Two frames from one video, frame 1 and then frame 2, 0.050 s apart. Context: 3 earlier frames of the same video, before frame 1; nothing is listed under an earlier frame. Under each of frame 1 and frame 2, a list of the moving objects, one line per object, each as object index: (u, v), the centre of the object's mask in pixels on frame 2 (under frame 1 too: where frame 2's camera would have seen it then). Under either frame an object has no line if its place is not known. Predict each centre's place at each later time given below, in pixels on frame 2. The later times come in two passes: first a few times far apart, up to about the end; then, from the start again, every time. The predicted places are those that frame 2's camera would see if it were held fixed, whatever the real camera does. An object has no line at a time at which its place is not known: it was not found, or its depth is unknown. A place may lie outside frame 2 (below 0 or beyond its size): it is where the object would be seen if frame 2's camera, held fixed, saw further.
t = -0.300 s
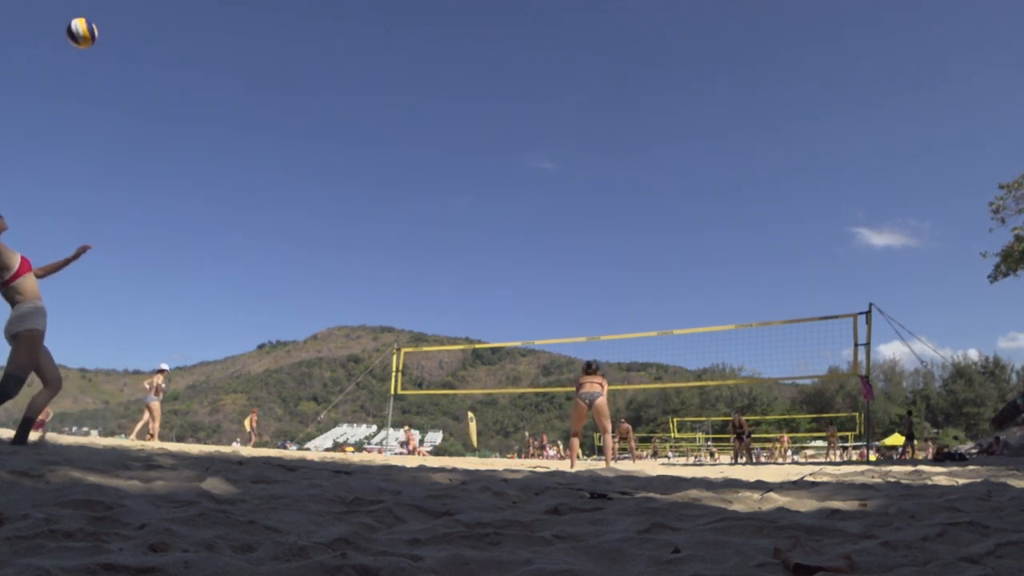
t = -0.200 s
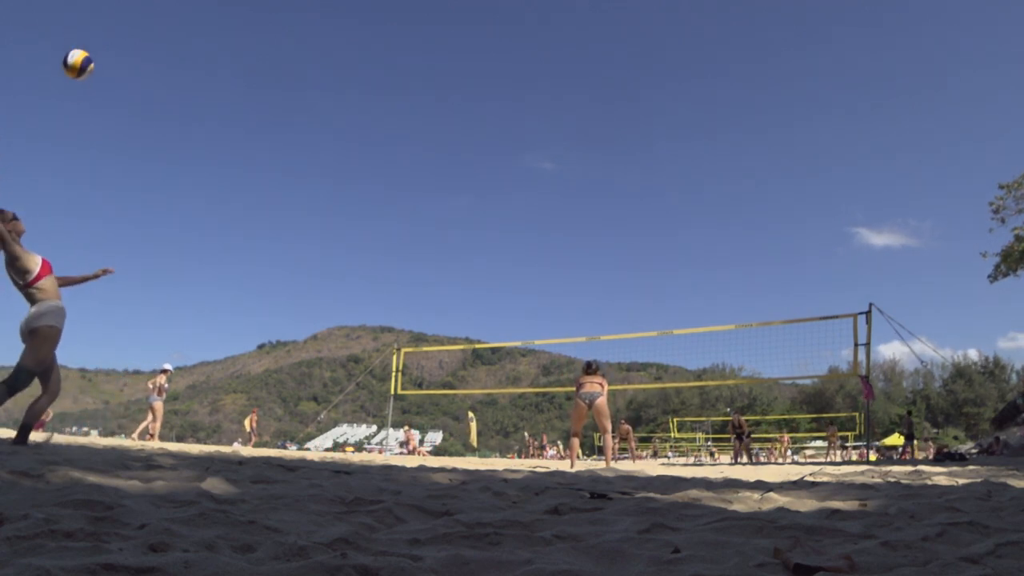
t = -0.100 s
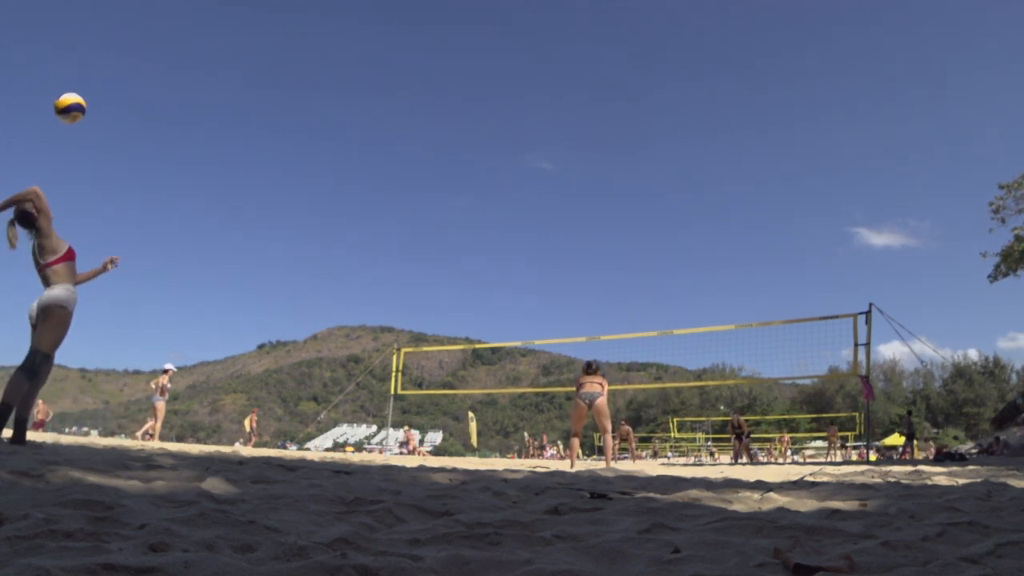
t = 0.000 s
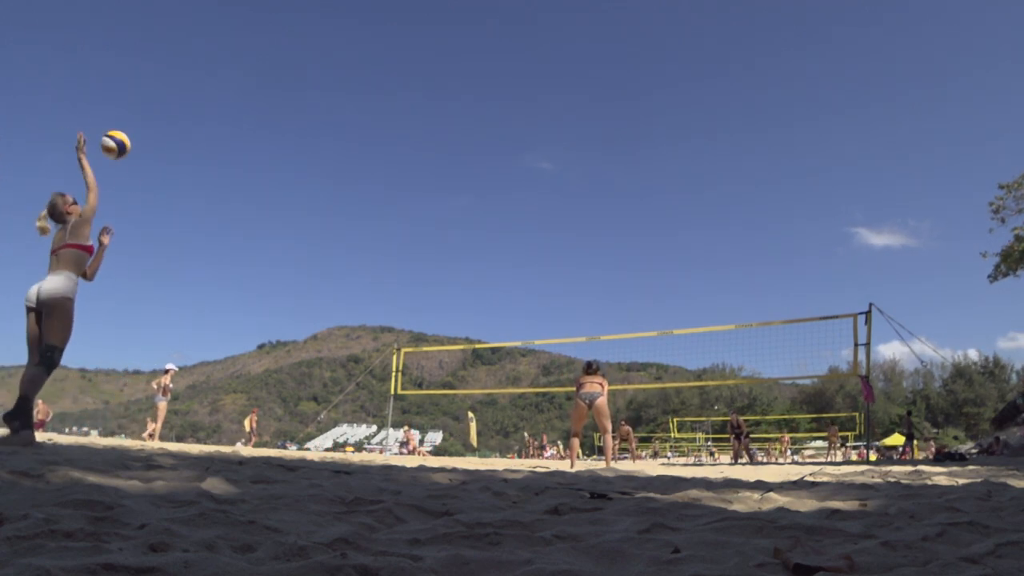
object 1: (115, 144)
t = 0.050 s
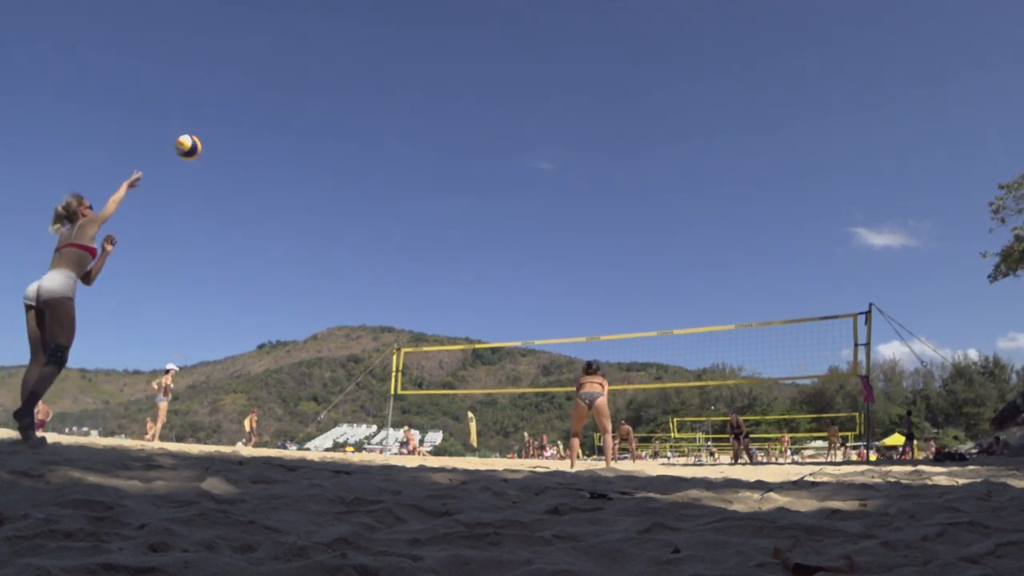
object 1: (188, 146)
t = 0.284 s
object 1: (391, 177)
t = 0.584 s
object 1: (509, 235)
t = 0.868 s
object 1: (570, 298)
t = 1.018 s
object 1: (592, 335)
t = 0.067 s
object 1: (209, 147)
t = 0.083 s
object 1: (228, 149)
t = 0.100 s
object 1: (247, 151)
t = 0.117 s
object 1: (264, 152)
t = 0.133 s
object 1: (280, 154)
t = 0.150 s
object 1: (296, 157)
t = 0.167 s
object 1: (310, 159)
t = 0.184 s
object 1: (323, 162)
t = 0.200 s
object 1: (336, 164)
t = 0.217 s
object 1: (348, 167)
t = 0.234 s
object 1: (360, 169)
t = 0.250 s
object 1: (371, 171)
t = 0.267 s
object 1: (381, 174)
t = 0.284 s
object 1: (391, 177)
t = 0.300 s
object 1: (401, 180)
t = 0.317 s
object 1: (410, 182)
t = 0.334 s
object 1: (418, 185)
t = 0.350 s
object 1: (426, 188)
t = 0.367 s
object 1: (434, 191)
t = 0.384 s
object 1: (441, 194)
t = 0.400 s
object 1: (448, 197)
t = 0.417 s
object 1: (455, 200)
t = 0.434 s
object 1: (461, 204)
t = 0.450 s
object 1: (467, 207)
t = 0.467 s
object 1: (473, 211)
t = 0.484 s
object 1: (479, 214)
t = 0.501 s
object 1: (485, 218)
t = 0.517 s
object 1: (490, 221)
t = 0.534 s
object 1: (495, 225)
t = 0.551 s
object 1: (500, 228)
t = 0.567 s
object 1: (505, 232)
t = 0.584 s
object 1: (509, 235)
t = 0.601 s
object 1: (514, 239)
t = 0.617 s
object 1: (518, 242)
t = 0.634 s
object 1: (522, 245)
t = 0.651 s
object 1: (527, 249)
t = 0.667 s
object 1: (531, 252)
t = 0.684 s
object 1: (534, 256)
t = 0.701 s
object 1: (538, 260)
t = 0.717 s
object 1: (542, 263)
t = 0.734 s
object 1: (545, 267)
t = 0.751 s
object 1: (549, 271)
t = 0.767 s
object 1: (552, 275)
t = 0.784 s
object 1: (555, 279)
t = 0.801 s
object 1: (558, 283)
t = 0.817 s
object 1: (561, 287)
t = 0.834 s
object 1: (564, 290)
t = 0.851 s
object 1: (567, 294)
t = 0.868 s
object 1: (570, 298)
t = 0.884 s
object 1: (573, 303)
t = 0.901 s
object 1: (575, 307)
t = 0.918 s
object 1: (577, 311)
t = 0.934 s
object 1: (580, 315)
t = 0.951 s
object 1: (582, 320)
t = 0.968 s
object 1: (585, 324)
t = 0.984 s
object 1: (587, 328)
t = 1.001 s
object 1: (590, 332)
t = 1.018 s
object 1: (592, 335)
